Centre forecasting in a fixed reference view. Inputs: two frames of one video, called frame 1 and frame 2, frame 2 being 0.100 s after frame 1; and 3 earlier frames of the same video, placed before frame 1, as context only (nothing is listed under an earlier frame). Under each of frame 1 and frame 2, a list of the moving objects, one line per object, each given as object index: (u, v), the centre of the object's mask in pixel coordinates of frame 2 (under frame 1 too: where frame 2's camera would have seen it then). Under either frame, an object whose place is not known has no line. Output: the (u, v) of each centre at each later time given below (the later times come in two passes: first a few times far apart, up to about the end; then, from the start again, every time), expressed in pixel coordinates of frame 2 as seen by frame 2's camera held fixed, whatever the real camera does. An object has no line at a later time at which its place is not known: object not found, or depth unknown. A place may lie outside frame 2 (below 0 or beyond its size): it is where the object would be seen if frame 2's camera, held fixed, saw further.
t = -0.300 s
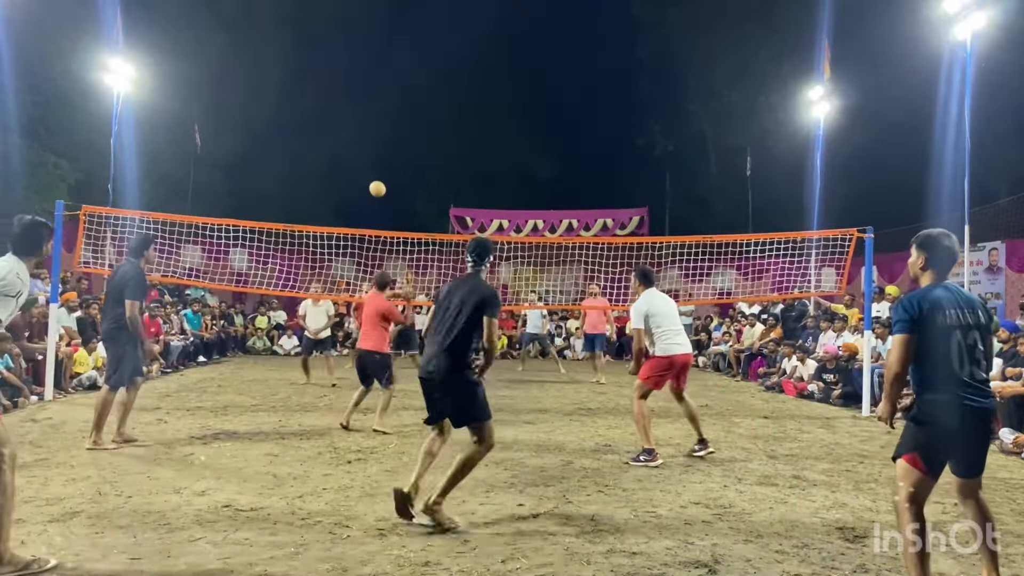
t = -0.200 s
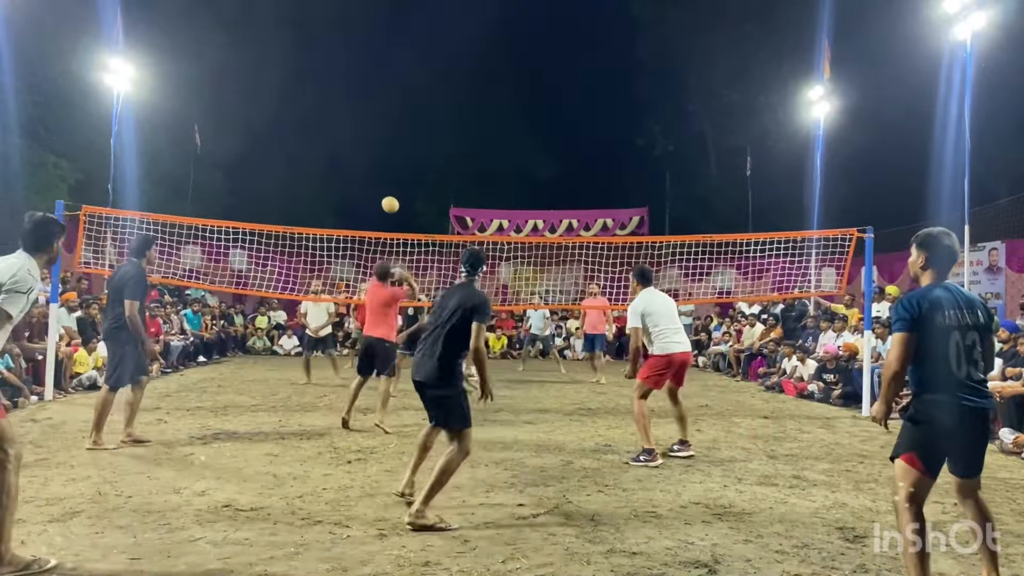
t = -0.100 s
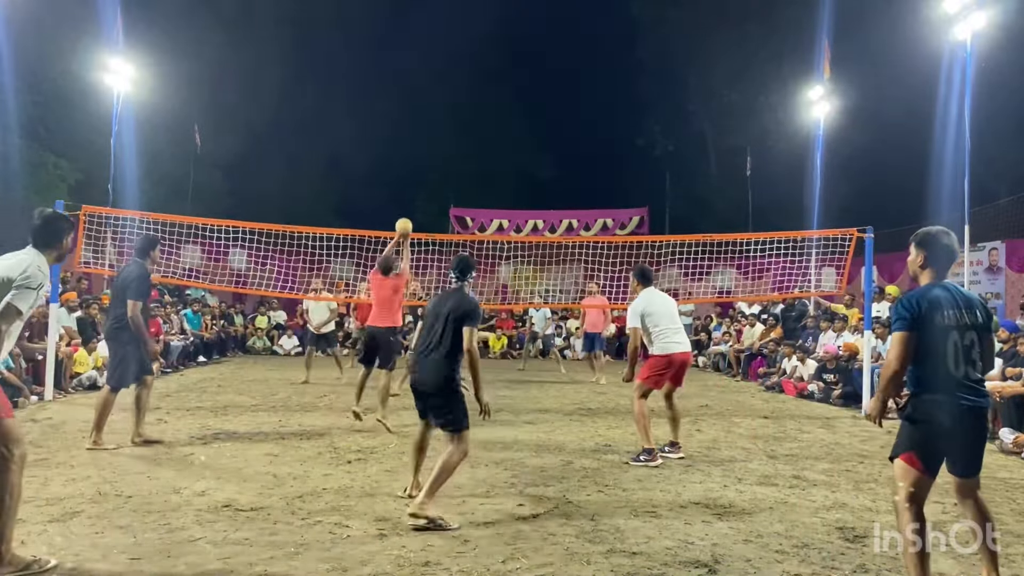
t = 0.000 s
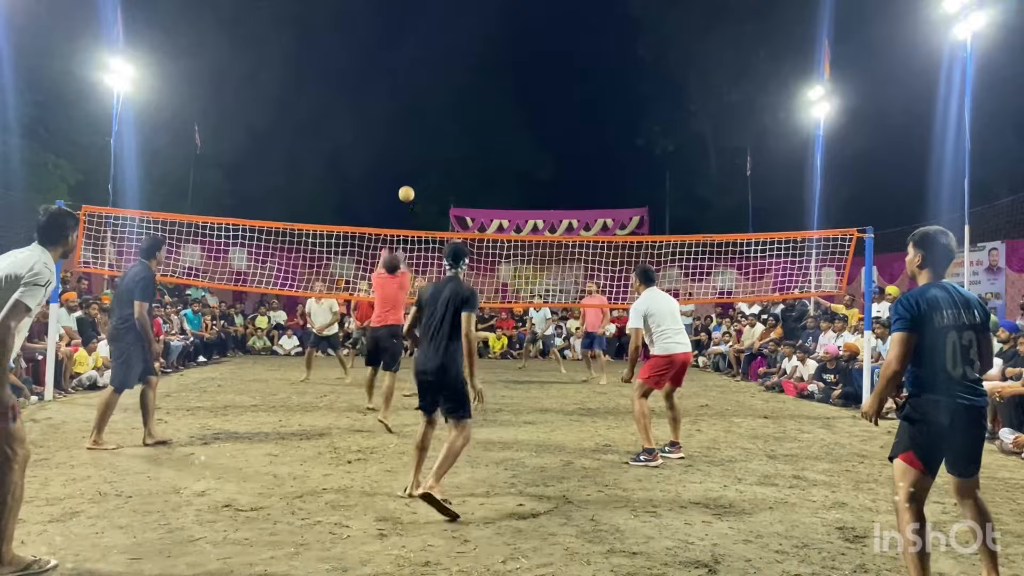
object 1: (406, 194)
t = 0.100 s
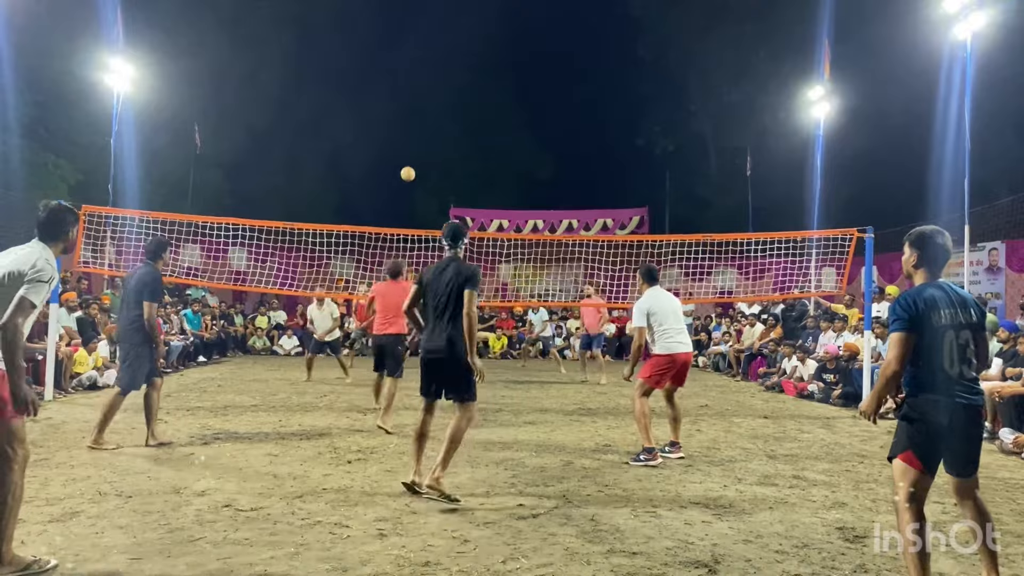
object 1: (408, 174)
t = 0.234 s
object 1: (409, 163)
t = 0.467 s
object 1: (411, 174)
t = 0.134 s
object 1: (408, 170)
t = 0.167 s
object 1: (408, 166)
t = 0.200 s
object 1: (409, 164)
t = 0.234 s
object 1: (409, 163)
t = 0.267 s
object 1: (409, 162)
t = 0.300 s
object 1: (410, 162)
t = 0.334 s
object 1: (410, 163)
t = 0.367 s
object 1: (410, 165)
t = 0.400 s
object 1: (411, 167)
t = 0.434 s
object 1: (411, 170)
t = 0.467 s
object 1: (411, 174)
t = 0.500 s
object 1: (411, 178)
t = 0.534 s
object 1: (411, 183)
